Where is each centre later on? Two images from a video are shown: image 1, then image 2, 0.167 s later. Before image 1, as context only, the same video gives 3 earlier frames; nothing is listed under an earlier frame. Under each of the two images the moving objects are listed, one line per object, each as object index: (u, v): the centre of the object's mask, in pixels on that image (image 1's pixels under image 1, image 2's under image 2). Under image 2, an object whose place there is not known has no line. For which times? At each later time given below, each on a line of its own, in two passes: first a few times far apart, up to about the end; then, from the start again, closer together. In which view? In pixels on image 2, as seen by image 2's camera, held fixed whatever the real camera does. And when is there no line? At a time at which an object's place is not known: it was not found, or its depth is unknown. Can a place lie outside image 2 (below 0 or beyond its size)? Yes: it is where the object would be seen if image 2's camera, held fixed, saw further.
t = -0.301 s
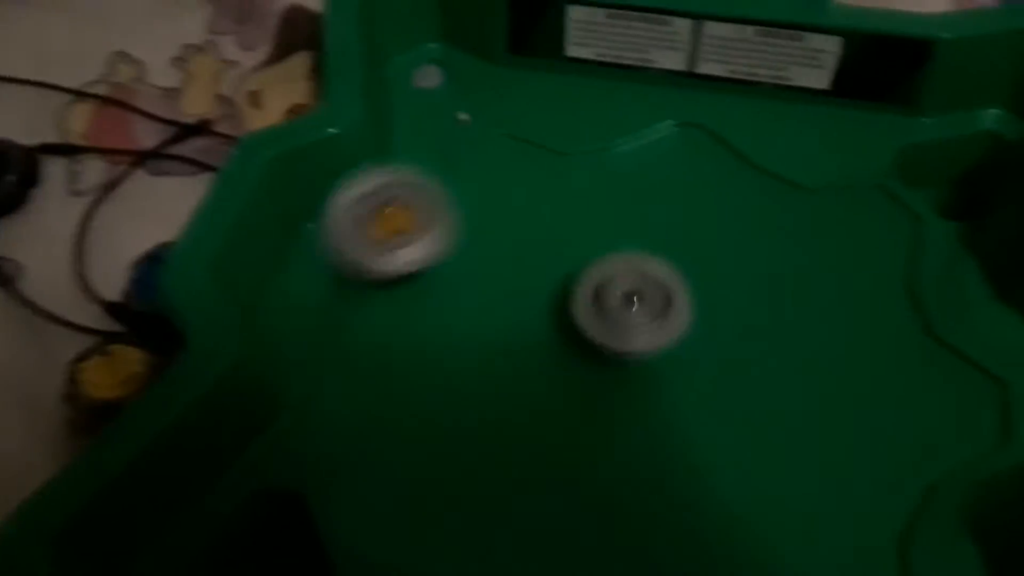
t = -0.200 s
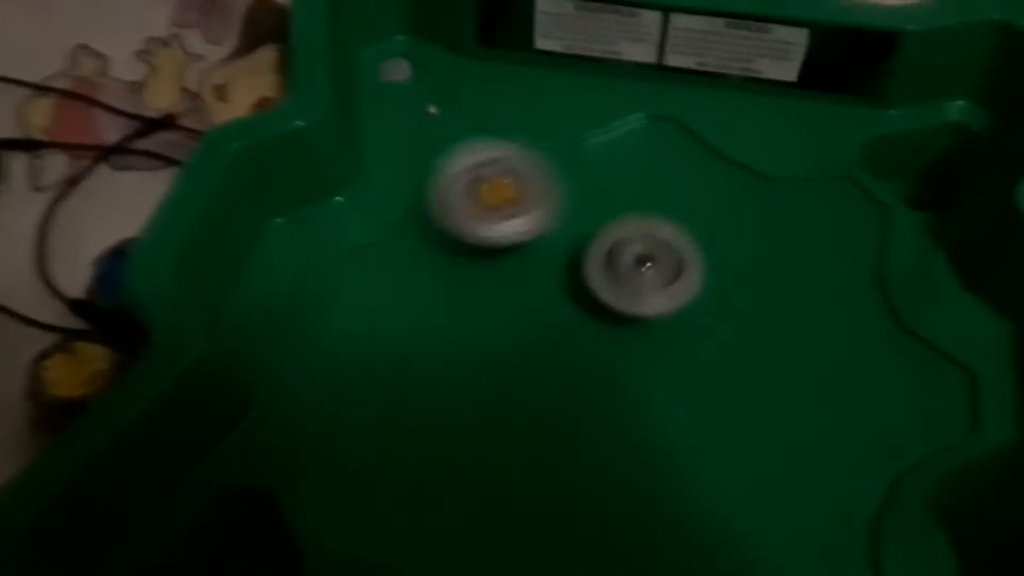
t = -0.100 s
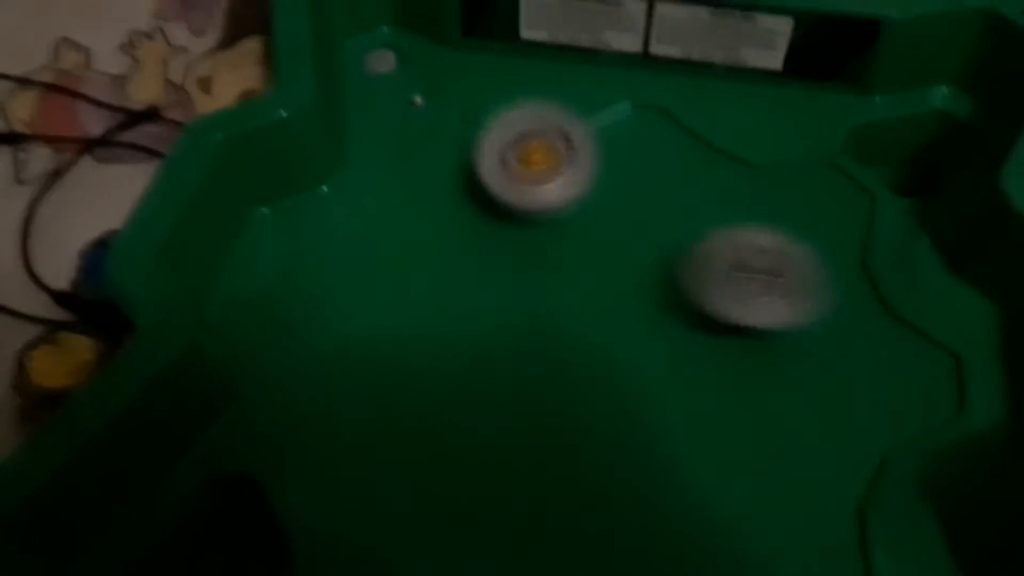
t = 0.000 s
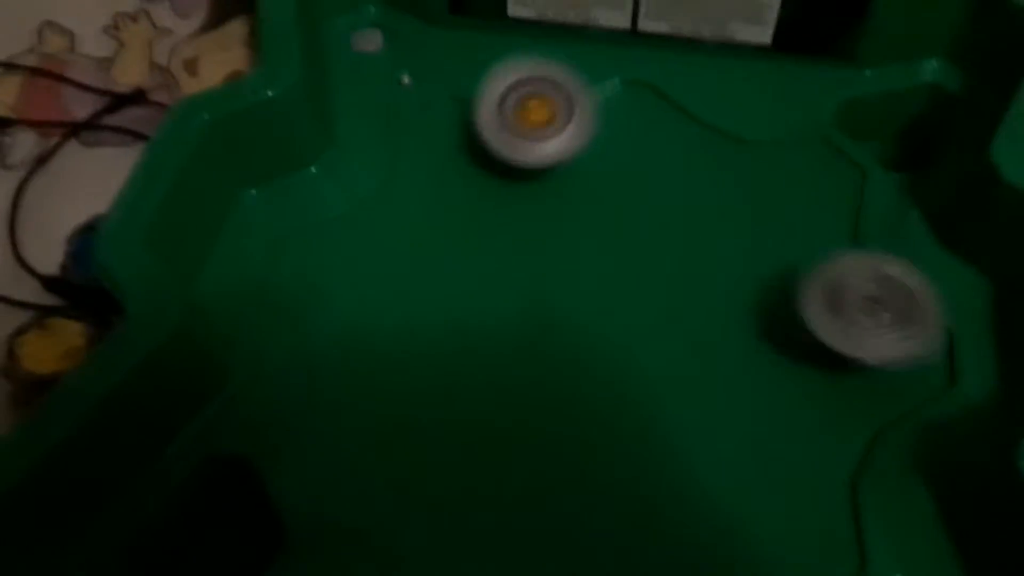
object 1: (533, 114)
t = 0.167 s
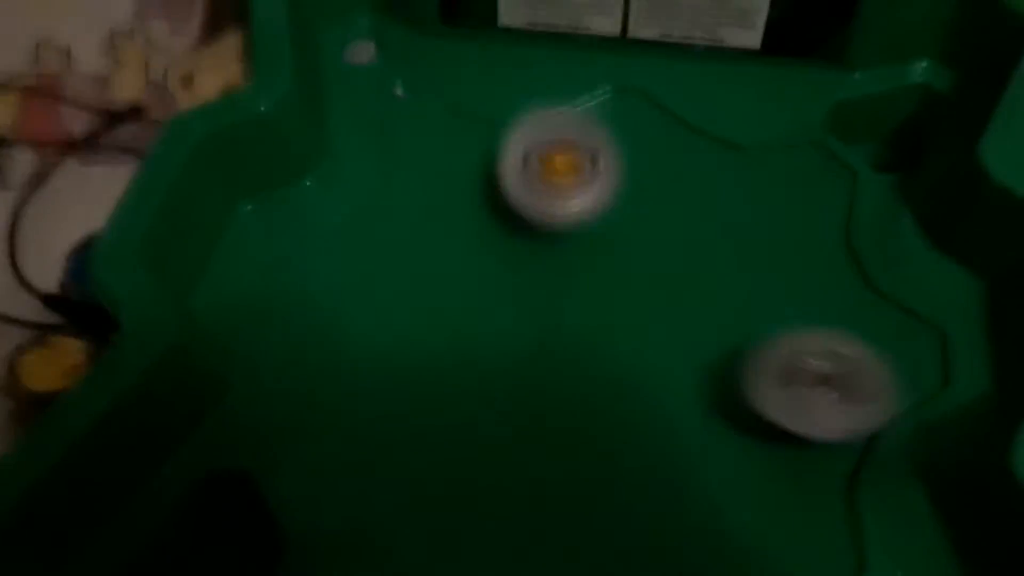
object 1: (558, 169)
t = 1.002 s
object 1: (504, 307)
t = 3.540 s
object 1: (661, 97)
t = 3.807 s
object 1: (554, 119)
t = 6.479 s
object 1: (470, 299)
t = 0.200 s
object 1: (556, 191)
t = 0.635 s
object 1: (378, 251)
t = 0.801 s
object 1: (403, 239)
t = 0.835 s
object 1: (416, 241)
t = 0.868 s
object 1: (431, 248)
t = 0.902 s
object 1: (449, 260)
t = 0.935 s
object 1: (467, 273)
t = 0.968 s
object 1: (486, 288)
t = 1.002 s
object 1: (504, 307)
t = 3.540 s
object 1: (661, 97)
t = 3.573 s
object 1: (650, 95)
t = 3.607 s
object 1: (644, 99)
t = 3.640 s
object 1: (636, 102)
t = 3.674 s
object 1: (623, 102)
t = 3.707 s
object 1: (605, 104)
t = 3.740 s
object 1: (590, 108)
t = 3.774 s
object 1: (573, 113)
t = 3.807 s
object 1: (554, 119)
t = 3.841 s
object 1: (538, 126)
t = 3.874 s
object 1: (520, 135)
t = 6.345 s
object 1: (448, 258)
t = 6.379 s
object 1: (448, 267)
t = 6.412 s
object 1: (451, 279)
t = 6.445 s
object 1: (460, 291)
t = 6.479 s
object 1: (470, 299)
